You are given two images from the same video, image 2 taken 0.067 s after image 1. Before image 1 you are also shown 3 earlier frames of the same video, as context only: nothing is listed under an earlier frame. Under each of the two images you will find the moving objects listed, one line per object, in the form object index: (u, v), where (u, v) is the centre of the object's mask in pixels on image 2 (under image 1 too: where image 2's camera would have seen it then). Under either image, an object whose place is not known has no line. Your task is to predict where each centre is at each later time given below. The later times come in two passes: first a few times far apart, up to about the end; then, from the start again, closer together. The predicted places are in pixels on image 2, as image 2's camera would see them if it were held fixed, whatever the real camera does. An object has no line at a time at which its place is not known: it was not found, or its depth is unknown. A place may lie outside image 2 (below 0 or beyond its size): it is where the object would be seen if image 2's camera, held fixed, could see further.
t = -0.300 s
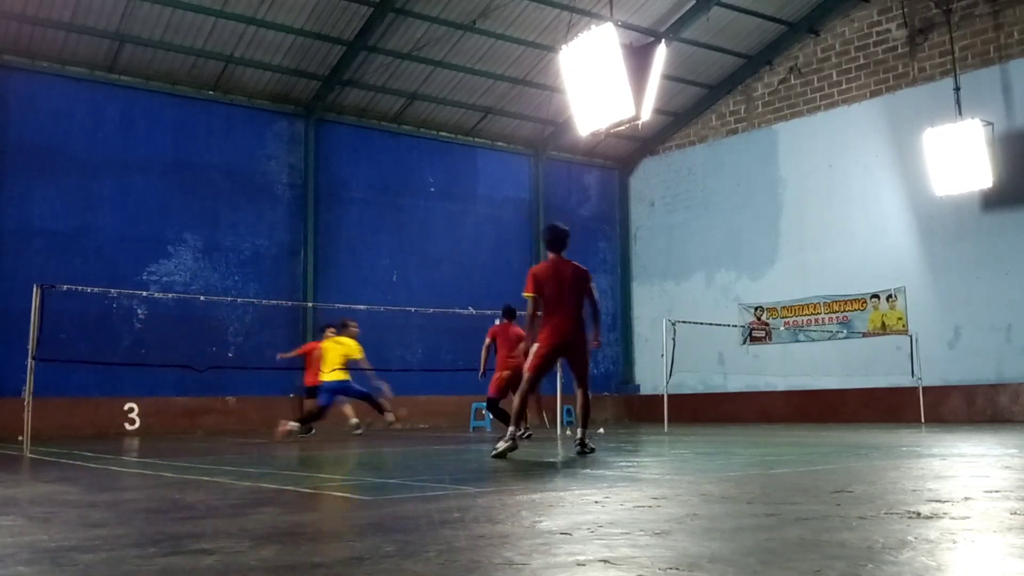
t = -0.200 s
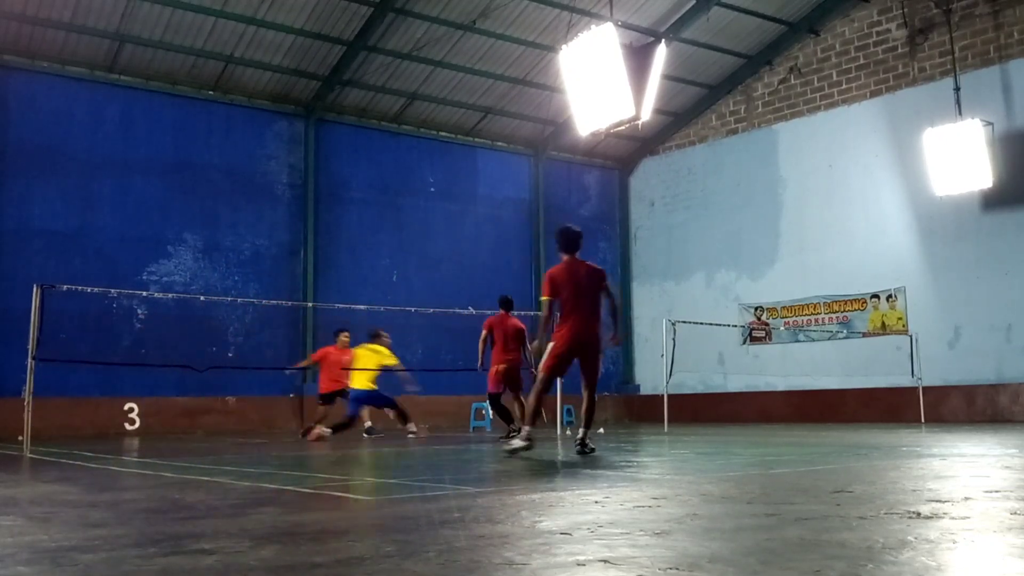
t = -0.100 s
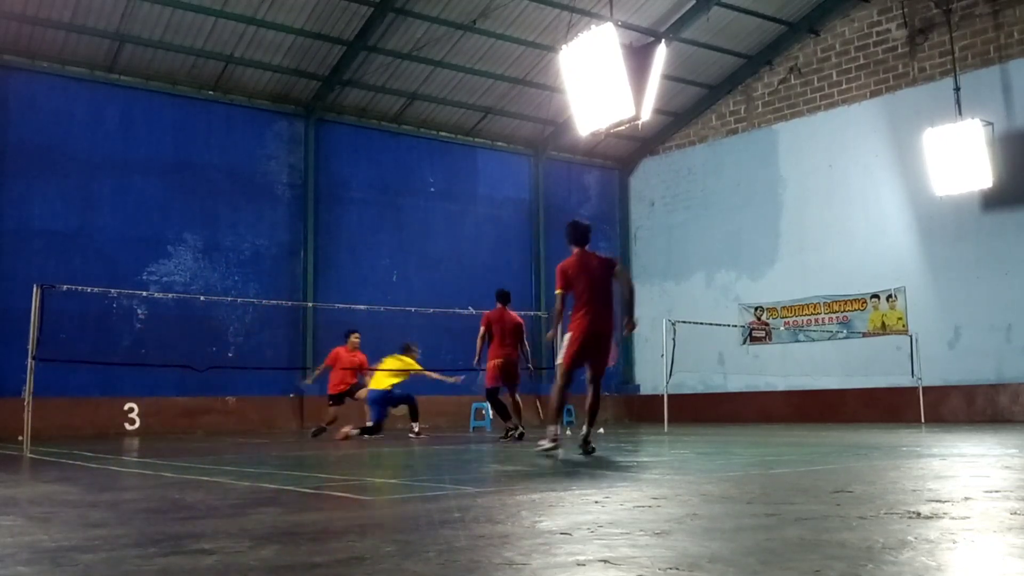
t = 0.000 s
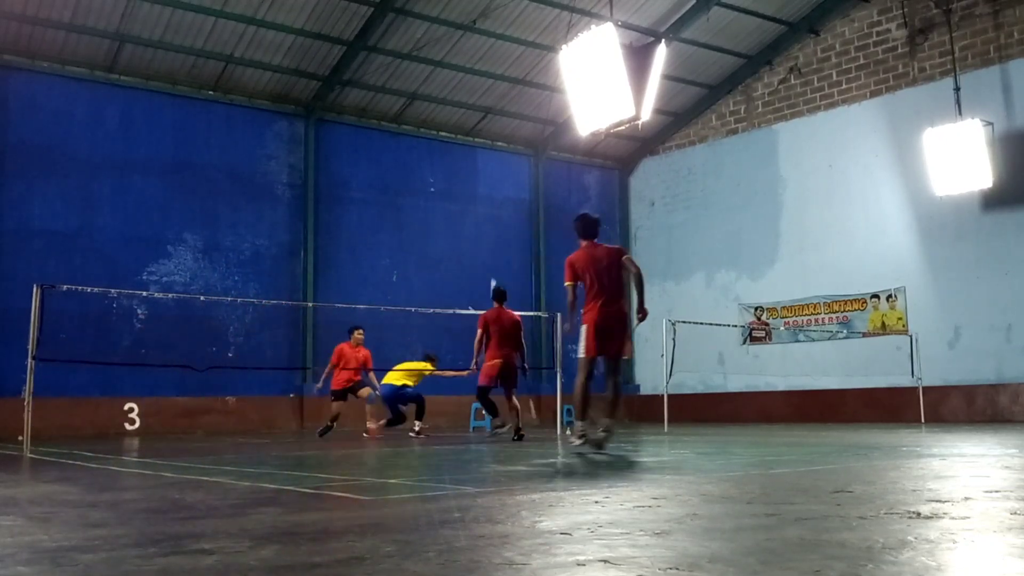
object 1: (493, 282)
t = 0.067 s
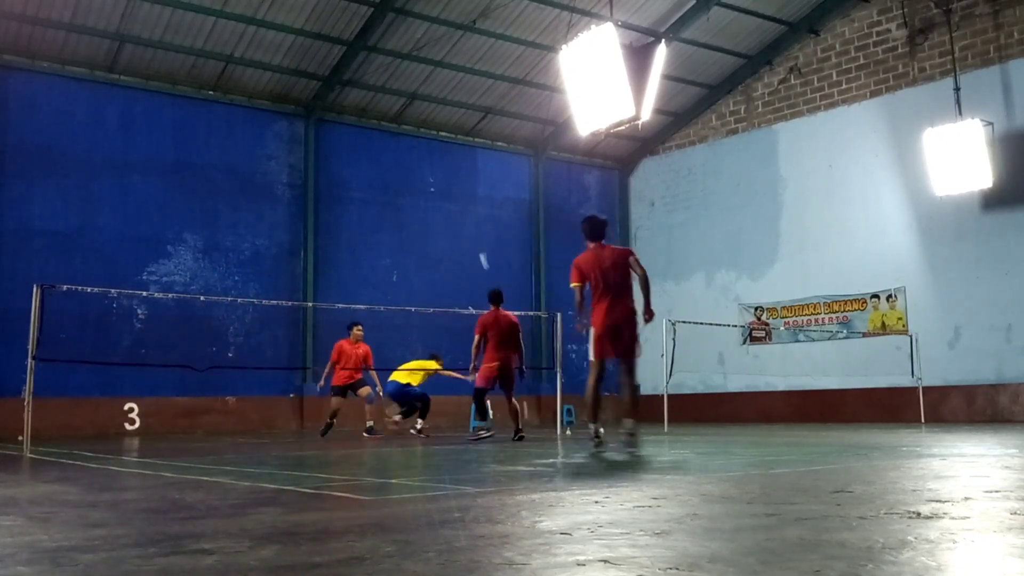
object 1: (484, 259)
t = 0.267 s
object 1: (470, 202)
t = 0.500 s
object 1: (454, 182)
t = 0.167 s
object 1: (475, 221)
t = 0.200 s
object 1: (474, 215)
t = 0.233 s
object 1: (472, 209)
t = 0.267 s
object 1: (470, 202)
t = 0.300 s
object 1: (468, 197)
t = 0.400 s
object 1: (461, 184)
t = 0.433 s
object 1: (460, 181)
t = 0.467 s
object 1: (456, 182)
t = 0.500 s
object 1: (454, 182)
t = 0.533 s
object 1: (452, 182)
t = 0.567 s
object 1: (450, 183)
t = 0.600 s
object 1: (448, 184)
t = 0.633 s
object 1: (445, 186)
